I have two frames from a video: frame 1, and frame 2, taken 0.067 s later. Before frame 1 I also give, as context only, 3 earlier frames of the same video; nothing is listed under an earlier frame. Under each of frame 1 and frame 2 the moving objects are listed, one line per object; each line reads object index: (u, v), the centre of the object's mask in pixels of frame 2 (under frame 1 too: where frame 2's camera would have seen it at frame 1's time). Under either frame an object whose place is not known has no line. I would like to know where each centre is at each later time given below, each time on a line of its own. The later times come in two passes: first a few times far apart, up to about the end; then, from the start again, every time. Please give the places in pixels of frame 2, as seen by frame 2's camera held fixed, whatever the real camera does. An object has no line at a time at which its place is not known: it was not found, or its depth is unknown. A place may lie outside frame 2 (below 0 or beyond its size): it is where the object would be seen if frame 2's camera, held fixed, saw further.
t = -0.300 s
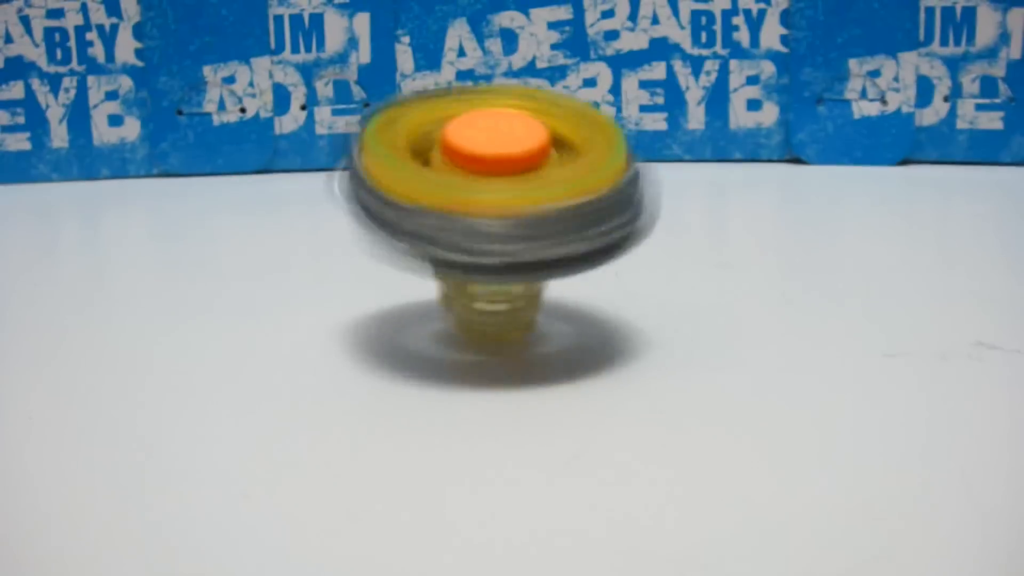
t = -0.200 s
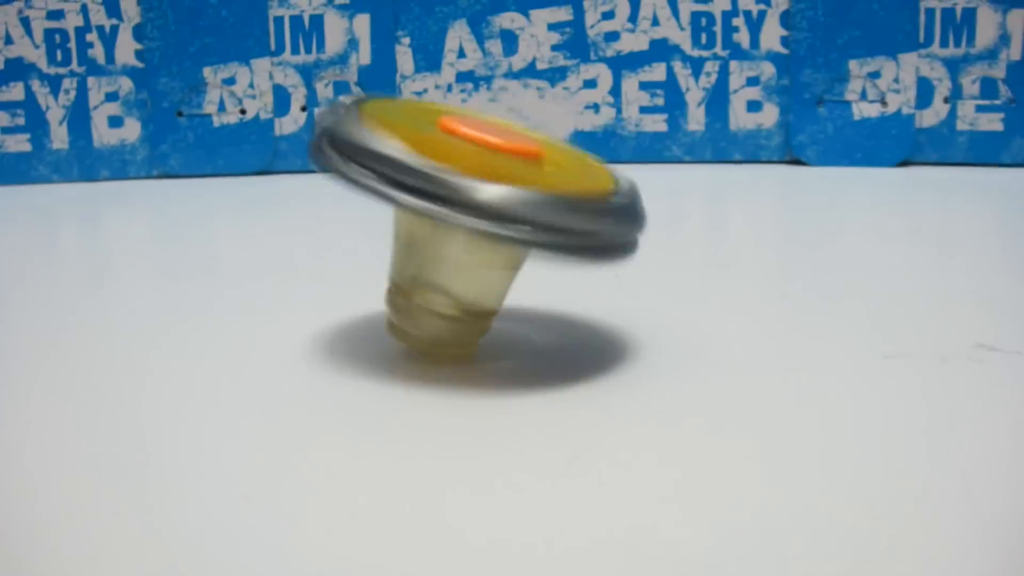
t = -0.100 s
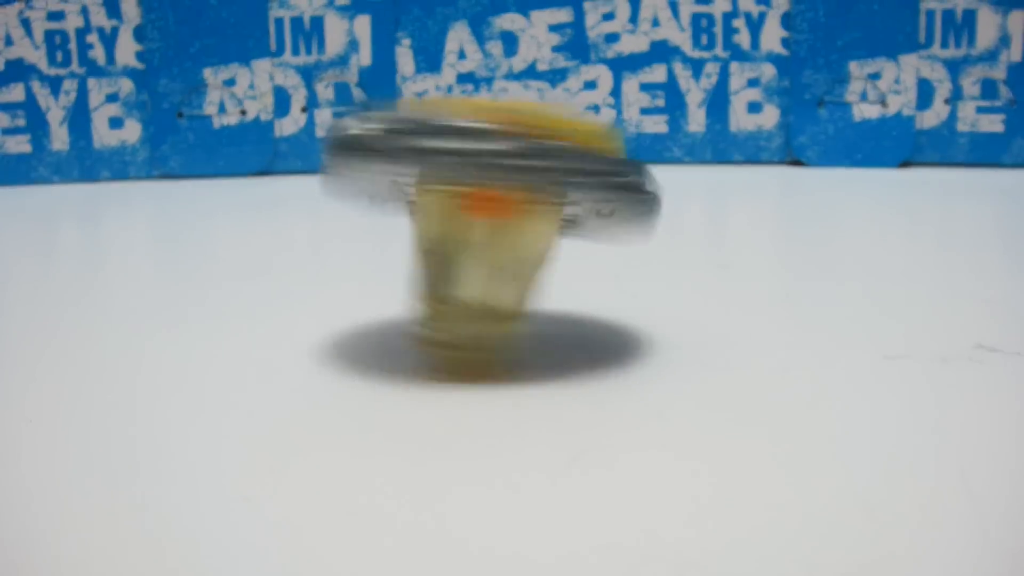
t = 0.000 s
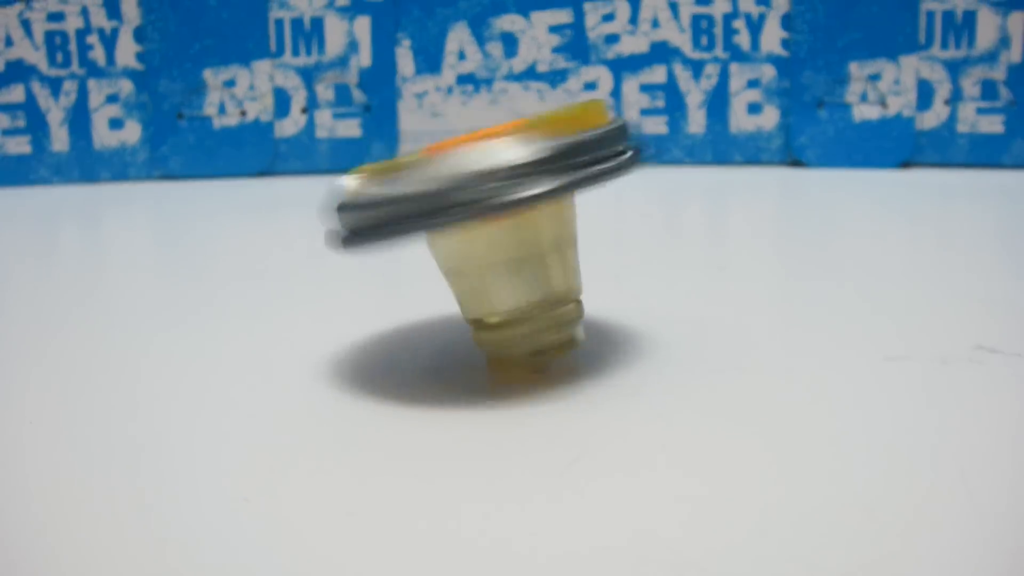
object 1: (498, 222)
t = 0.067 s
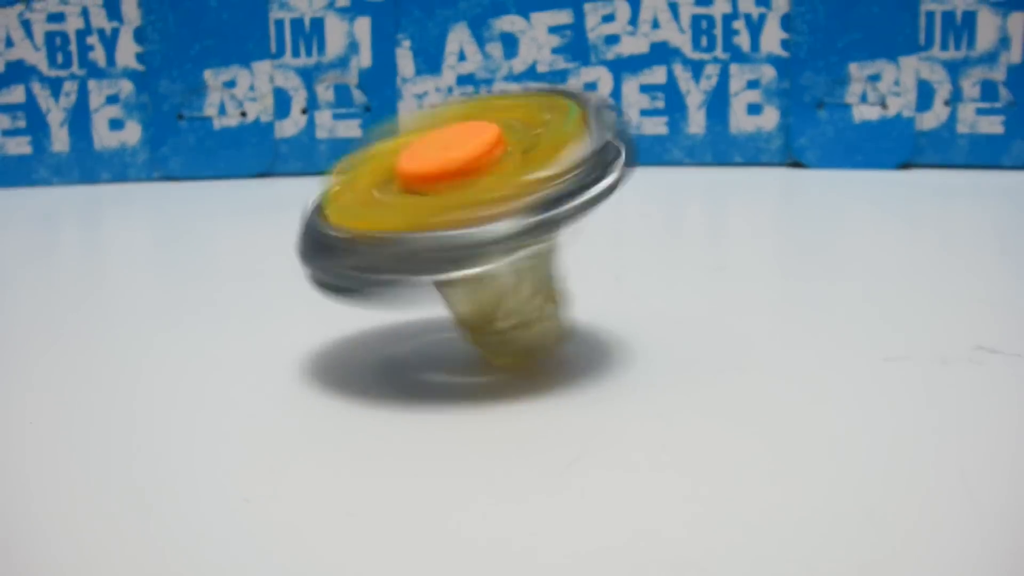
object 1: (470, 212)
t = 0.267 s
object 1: (456, 219)
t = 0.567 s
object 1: (465, 214)
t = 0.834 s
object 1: (490, 193)
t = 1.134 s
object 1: (577, 201)
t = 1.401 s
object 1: (553, 206)
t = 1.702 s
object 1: (563, 197)
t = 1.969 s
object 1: (522, 201)
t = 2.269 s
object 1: (498, 203)
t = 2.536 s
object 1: (419, 266)
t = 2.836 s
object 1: (182, 298)
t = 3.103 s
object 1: (81, 258)
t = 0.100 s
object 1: (463, 212)
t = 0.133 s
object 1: (451, 209)
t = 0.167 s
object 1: (441, 209)
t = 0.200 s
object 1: (449, 210)
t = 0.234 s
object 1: (447, 213)
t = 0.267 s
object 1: (456, 219)
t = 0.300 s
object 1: (477, 205)
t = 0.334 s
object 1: (490, 210)
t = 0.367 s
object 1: (506, 215)
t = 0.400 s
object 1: (508, 215)
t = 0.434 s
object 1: (510, 214)
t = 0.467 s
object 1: (500, 207)
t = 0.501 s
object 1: (480, 209)
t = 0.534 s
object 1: (482, 209)
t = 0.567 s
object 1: (465, 214)
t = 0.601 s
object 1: (457, 220)
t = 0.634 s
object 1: (459, 216)
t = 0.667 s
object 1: (465, 208)
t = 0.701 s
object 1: (474, 207)
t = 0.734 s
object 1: (480, 206)
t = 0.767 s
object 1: (488, 211)
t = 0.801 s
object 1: (490, 197)
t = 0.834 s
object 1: (490, 193)
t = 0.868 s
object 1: (499, 195)
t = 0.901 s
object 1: (509, 192)
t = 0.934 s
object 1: (517, 197)
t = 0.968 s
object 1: (528, 208)
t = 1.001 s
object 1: (538, 197)
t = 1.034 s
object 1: (546, 200)
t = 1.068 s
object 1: (553, 201)
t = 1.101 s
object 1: (565, 208)
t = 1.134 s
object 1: (577, 201)
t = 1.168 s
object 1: (585, 195)
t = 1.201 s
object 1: (578, 197)
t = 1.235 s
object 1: (580, 200)
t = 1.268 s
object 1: (575, 207)
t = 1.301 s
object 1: (563, 214)
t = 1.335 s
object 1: (560, 210)
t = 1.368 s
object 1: (552, 204)
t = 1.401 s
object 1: (553, 206)
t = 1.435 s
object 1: (560, 209)
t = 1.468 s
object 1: (550, 202)
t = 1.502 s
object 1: (545, 197)
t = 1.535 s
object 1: (543, 193)
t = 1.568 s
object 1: (536, 191)
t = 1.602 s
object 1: (541, 196)
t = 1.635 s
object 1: (551, 199)
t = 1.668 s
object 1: (557, 200)
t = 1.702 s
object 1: (563, 197)
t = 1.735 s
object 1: (570, 196)
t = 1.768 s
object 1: (574, 207)
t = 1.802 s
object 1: (577, 206)
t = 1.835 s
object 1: (565, 194)
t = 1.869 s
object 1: (548, 193)
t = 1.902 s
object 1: (548, 196)
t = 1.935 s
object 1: (538, 196)
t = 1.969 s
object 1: (522, 201)
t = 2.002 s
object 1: (520, 206)
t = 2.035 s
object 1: (530, 195)
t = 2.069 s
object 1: (535, 192)
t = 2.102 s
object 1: (539, 196)
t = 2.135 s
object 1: (541, 199)
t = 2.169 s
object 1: (536, 198)
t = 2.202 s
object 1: (528, 190)
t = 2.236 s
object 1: (514, 186)
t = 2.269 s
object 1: (498, 203)
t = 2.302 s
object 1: (496, 216)
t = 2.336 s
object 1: (488, 220)
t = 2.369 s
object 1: (477, 230)
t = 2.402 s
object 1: (459, 230)
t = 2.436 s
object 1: (444, 233)
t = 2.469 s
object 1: (433, 236)
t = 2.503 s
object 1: (424, 244)
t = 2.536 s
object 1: (419, 266)
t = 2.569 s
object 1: (403, 272)
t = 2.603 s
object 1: (378, 273)
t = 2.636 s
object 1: (357, 275)
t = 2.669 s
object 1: (332, 279)
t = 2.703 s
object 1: (304, 283)
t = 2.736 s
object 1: (273, 292)
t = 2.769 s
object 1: (243, 296)
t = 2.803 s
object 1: (212, 298)
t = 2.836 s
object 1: (182, 298)
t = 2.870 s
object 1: (160, 301)
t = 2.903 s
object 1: (131, 306)
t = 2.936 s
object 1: (105, 305)
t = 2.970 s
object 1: (91, 297)
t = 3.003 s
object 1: (86, 275)
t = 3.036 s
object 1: (84, 263)
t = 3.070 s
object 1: (82, 260)
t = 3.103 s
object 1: (81, 258)
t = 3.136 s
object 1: (80, 257)
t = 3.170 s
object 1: (79, 257)
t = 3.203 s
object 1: (80, 251)
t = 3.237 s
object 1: (80, 244)
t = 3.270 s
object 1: (83, 242)
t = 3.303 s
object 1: (82, 240)
